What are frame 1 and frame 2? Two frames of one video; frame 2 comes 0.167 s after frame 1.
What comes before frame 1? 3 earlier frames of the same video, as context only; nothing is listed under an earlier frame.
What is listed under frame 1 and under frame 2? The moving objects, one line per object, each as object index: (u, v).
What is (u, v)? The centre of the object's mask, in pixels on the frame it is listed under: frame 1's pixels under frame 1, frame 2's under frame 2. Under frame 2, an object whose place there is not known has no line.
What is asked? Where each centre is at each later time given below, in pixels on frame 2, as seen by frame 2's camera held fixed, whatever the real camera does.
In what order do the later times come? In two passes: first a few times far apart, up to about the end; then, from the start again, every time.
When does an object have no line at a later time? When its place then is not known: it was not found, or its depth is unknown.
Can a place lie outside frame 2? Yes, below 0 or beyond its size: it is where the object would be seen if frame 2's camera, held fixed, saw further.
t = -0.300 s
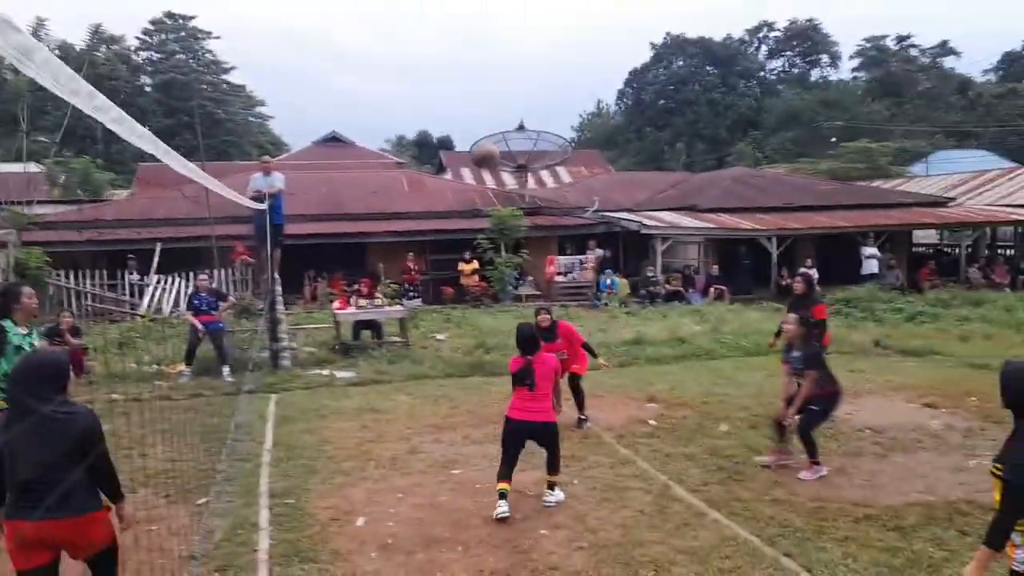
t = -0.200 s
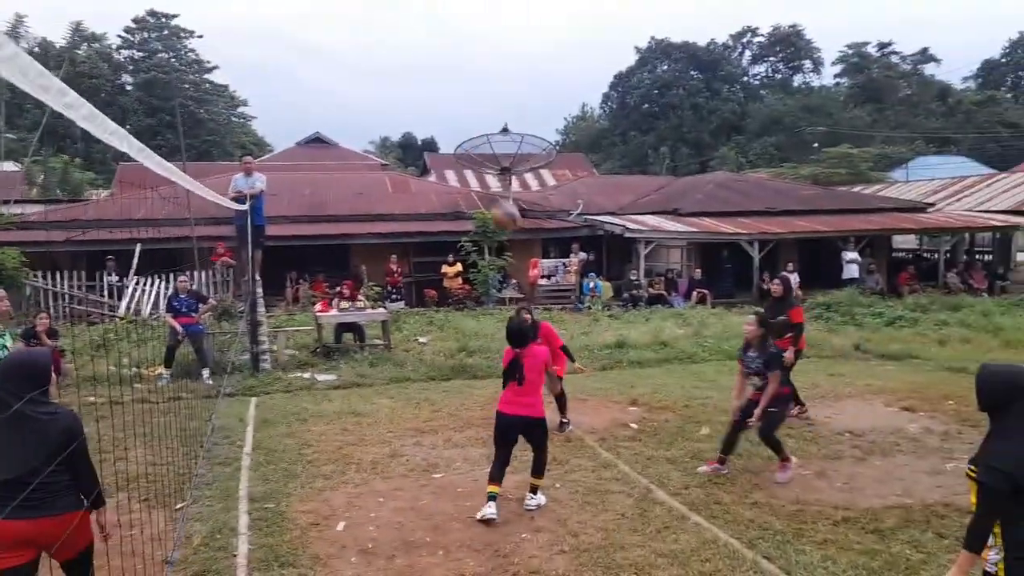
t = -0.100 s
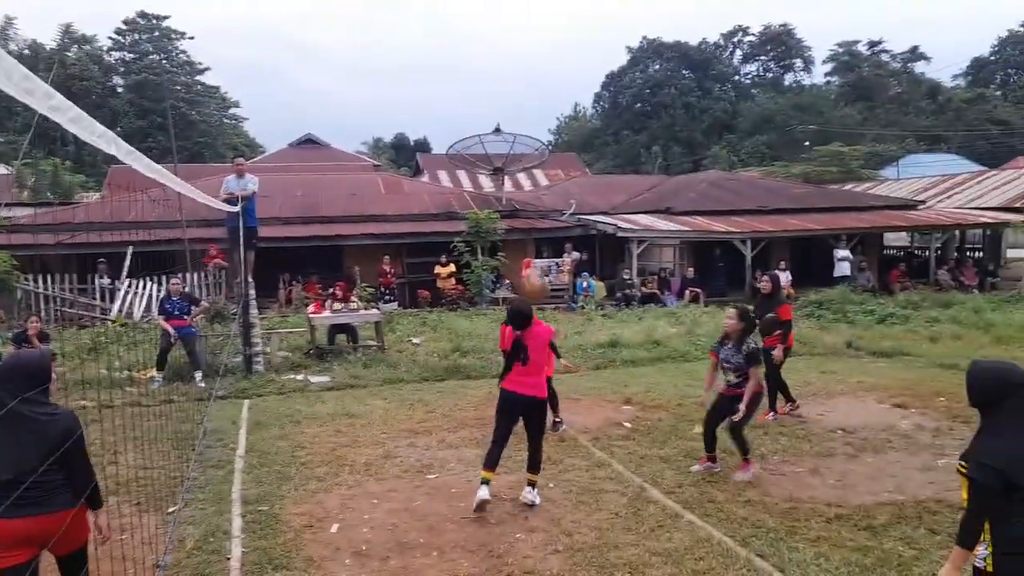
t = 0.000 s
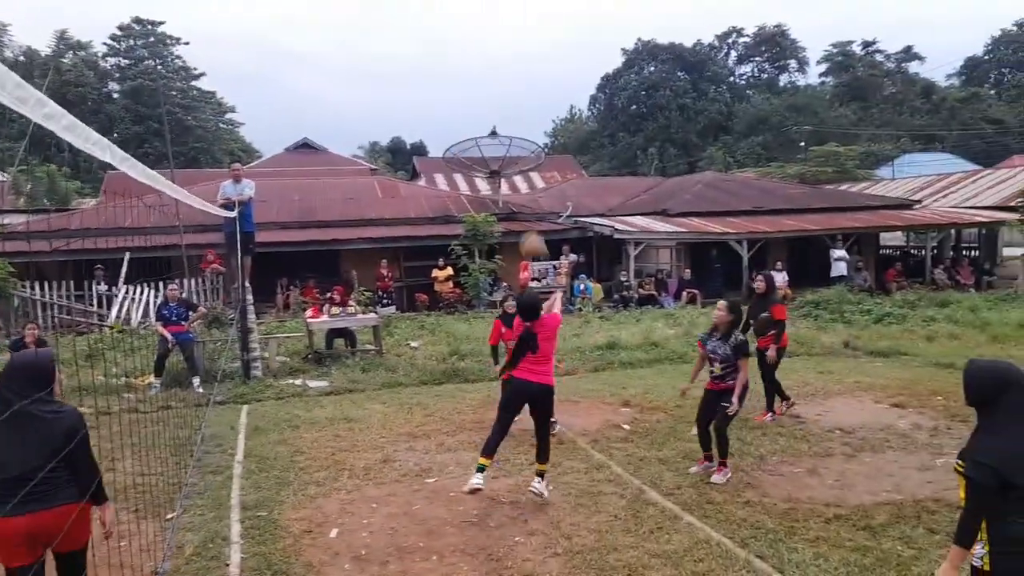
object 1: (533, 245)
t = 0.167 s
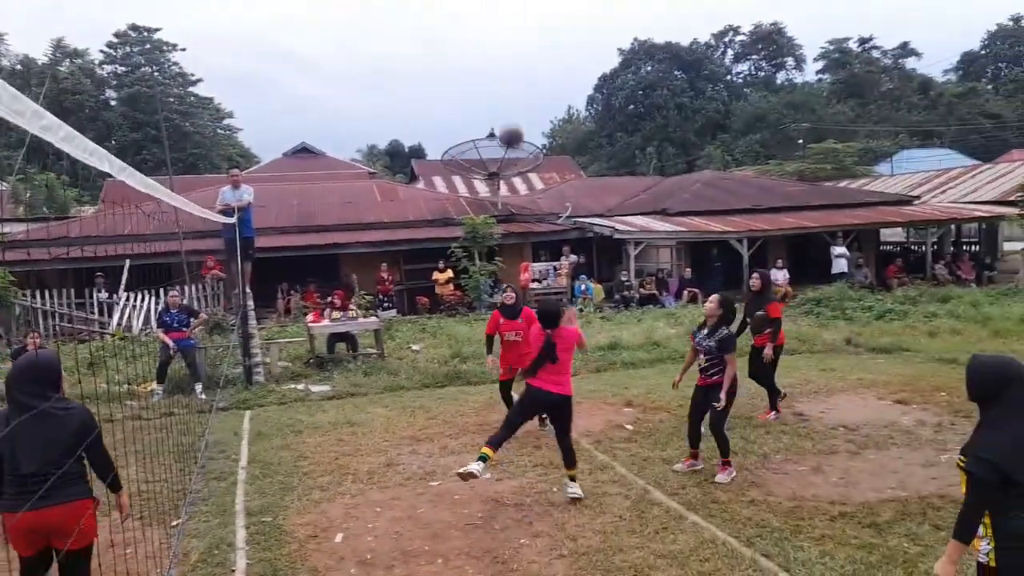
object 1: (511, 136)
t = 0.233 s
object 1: (503, 102)
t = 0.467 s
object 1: (479, 30)
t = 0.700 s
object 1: (461, 26)
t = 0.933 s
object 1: (450, 79)
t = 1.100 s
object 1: (446, 146)
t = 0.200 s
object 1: (507, 118)
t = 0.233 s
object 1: (503, 102)
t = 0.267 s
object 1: (499, 87)
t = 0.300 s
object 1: (496, 74)
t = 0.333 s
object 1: (492, 62)
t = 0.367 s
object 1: (488, 52)
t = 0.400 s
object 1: (485, 43)
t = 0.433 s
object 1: (483, 36)
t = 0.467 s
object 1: (479, 30)
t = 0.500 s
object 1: (476, 26)
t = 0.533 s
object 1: (474, 23)
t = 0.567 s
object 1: (472, 21)
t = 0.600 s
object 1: (469, 20)
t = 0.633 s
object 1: (466, 21)
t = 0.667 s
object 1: (464, 23)
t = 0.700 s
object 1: (461, 26)
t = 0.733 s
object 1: (458, 30)
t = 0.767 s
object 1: (457, 36)
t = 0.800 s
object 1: (457, 42)
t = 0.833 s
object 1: (455, 49)
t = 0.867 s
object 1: (452, 58)
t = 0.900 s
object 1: (452, 68)
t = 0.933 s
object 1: (450, 79)
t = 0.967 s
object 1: (449, 91)
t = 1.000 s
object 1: (448, 103)
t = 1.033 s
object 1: (448, 117)
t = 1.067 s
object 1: (447, 131)
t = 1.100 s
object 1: (446, 146)
